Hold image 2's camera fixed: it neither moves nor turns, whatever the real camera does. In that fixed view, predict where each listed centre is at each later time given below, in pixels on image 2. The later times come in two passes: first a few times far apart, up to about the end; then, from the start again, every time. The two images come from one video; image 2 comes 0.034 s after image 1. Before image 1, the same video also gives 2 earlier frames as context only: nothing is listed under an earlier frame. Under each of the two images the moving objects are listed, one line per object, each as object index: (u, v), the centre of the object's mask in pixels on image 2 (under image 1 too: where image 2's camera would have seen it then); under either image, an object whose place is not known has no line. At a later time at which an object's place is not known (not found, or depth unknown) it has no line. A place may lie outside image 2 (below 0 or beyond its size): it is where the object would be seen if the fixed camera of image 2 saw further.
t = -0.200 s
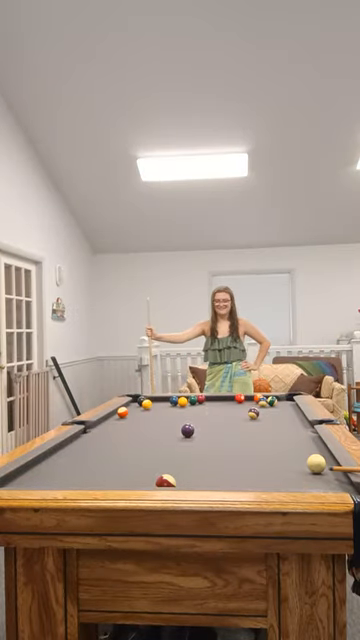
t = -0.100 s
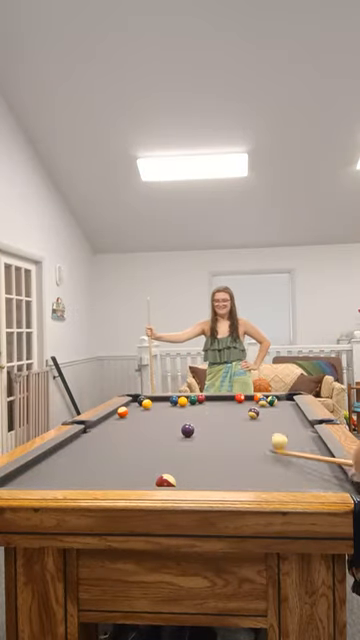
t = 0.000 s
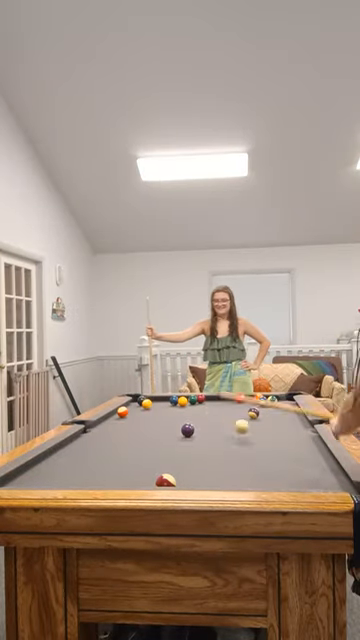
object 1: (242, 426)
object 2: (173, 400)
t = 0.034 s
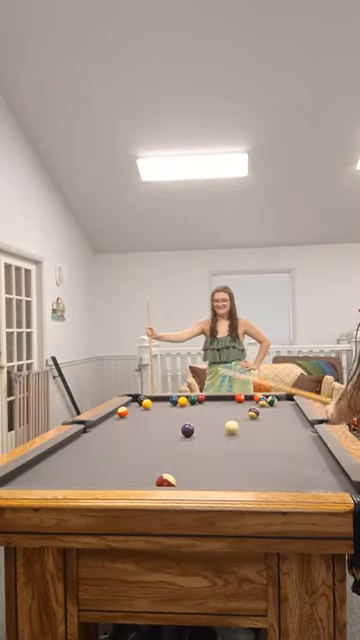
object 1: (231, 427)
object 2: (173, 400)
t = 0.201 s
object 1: (195, 411)
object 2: (173, 400)
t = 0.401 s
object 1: (163, 402)
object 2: (174, 398)
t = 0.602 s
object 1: (139, 402)
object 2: (170, 400)
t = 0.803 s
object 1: (131, 403)
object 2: (160, 404)
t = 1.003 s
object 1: (135, 405)
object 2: (149, 409)
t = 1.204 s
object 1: (140, 405)
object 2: (137, 412)
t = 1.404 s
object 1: (143, 407)
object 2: (124, 417)
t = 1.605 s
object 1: (147, 409)
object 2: (110, 422)
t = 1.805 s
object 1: (150, 410)
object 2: (95, 428)
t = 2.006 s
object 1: (153, 411)
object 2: (80, 435)
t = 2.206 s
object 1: (156, 412)
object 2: (75, 440)
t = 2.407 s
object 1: (159, 413)
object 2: (69, 447)
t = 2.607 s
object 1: (162, 414)
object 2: (62, 454)
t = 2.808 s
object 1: (163, 414)
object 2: (55, 461)
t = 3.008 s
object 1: (166, 415)
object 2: (47, 470)
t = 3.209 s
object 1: (167, 416)
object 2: (38, 477)
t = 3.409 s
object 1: (169, 416)
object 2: (30, 482)
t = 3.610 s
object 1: (170, 416)
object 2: (39, 479)
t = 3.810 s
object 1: (171, 417)
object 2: (47, 477)
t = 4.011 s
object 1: (171, 417)
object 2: (53, 474)
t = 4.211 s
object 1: (171, 417)
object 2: (59, 471)
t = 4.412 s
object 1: (171, 417)
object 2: (65, 468)
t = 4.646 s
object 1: (171, 417)
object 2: (69, 465)
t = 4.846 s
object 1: (171, 417)
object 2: (72, 464)
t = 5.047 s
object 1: (171, 417)
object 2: (74, 463)
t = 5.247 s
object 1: (171, 417)
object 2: (76, 462)
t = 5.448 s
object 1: (171, 417)
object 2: (77, 461)
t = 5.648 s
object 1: (171, 417)
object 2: (77, 461)
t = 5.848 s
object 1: (171, 417)
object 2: (77, 461)
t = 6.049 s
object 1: (171, 417)
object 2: (77, 461)
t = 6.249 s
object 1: (171, 417)
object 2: (77, 461)
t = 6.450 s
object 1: (171, 417)
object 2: (77, 461)
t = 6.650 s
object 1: (171, 417)
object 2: (77, 461)
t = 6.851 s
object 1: (171, 417)
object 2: (76, 461)
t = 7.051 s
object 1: (171, 417)
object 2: (77, 461)
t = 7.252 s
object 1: (171, 417)
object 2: (77, 461)
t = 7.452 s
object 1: (171, 417)
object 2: (77, 461)
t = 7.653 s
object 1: (171, 417)
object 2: (77, 461)
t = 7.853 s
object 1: (171, 417)
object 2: (77, 461)
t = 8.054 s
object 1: (171, 417)
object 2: (77, 461)
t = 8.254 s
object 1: (171, 417)
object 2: (77, 461)
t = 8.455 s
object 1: (171, 417)
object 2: (77, 461)
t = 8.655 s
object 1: (171, 417)
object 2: (77, 461)
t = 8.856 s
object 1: (171, 417)
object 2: (77, 461)
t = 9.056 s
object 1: (171, 417)
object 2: (77, 461)
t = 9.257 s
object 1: (171, 417)
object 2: (77, 461)
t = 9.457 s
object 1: (171, 417)
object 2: (77, 461)
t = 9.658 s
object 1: (171, 417)
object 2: (77, 461)
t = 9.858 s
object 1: (171, 417)
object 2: (77, 461)
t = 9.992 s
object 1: (171, 417)
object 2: (77, 461)
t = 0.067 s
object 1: (222, 421)
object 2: (173, 400)
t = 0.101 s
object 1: (214, 418)
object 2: (173, 400)
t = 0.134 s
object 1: (207, 417)
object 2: (173, 400)
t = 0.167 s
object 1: (201, 413)
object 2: (173, 400)
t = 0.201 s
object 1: (195, 411)
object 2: (173, 400)
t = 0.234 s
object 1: (189, 409)
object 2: (173, 400)
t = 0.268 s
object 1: (184, 407)
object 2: (173, 400)
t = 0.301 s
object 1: (179, 405)
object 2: (173, 400)
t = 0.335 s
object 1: (175, 403)
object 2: (173, 397)
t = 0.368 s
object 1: (170, 401)
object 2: (176, 399)
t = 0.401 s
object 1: (163, 402)
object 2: (174, 398)
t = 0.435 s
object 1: (157, 402)
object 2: (176, 398)
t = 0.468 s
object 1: (153, 400)
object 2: (176, 398)
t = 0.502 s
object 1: (148, 399)
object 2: (174, 399)
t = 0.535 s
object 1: (144, 399)
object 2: (173, 398)
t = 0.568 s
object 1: (142, 400)
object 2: (171, 400)
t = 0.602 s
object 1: (139, 402)
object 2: (170, 400)
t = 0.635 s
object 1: (137, 402)
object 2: (168, 401)
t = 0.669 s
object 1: (135, 402)
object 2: (166, 402)
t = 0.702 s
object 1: (132, 402)
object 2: (165, 402)
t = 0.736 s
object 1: (130, 403)
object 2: (163, 402)
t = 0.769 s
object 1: (131, 403)
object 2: (161, 403)
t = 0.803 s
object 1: (131, 403)
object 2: (160, 404)
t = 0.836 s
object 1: (132, 403)
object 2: (158, 405)
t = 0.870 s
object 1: (133, 404)
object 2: (156, 405)
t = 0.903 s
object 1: (133, 404)
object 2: (155, 406)
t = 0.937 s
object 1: (134, 404)
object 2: (153, 407)
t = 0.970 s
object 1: (135, 404)
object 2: (151, 408)
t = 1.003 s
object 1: (135, 405)
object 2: (149, 409)
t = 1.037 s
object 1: (136, 405)
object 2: (147, 409)
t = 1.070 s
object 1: (137, 405)
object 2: (145, 410)
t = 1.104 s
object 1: (137, 405)
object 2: (143, 410)
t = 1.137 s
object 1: (138, 404)
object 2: (141, 411)
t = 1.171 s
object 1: (139, 404)
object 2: (139, 412)
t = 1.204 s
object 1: (140, 405)
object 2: (137, 412)
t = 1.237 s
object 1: (140, 405)
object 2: (135, 413)
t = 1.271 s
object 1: (141, 406)
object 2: (133, 414)
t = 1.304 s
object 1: (141, 406)
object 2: (131, 414)
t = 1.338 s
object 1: (142, 407)
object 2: (129, 415)
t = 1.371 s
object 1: (143, 407)
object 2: (126, 417)
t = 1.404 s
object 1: (143, 407)
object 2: (124, 417)
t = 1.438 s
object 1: (144, 407)
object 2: (122, 418)
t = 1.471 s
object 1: (145, 408)
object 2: (119, 419)
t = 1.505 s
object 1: (145, 408)
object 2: (117, 420)
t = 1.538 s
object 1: (146, 408)
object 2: (115, 421)
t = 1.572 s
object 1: (146, 408)
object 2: (113, 422)
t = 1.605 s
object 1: (147, 409)
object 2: (110, 422)
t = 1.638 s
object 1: (148, 409)
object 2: (108, 423)
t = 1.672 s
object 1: (148, 409)
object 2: (105, 424)
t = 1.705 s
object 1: (149, 409)
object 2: (103, 425)
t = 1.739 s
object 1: (149, 409)
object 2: (100, 426)
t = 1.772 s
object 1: (150, 410)
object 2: (98, 428)
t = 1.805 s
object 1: (150, 410)
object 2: (95, 428)
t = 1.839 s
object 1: (151, 410)
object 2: (92, 429)
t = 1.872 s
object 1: (151, 410)
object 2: (89, 430)
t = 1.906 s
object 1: (152, 410)
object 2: (86, 431)
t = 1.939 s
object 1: (152, 410)
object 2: (84, 432)
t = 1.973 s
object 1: (153, 411)
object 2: (81, 434)
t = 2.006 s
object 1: (153, 411)
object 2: (80, 435)
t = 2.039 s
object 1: (154, 411)
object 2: (79, 436)
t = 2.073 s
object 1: (154, 411)
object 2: (79, 436)
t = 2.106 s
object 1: (155, 411)
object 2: (78, 437)
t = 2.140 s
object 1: (155, 411)
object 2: (76, 438)
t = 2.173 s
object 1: (156, 411)
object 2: (76, 439)
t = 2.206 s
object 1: (156, 412)
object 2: (75, 440)
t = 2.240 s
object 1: (157, 412)
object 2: (74, 441)
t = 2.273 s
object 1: (157, 412)
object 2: (73, 442)
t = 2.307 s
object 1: (157, 412)
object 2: (72, 443)
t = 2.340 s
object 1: (158, 412)
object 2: (71, 444)
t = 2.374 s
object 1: (158, 413)
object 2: (70, 446)
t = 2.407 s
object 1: (159, 413)
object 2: (69, 447)
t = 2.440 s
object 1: (159, 413)
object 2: (68, 448)
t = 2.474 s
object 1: (160, 413)
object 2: (67, 449)
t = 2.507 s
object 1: (160, 413)
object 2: (66, 450)
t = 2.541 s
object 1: (161, 413)
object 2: (65, 451)
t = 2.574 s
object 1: (161, 413)
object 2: (64, 453)
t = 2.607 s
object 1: (162, 414)
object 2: (62, 454)
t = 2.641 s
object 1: (162, 414)
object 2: (61, 455)
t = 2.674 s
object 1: (162, 414)
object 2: (60, 456)
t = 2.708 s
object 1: (162, 414)
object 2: (59, 457)
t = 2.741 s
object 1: (163, 414)
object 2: (57, 459)
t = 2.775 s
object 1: (163, 414)
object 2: (56, 460)
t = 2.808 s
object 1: (163, 414)
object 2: (55, 461)
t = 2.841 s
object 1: (164, 414)
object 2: (53, 463)
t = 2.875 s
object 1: (165, 415)
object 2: (52, 464)
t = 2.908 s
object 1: (165, 415)
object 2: (51, 466)
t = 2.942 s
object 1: (166, 415)
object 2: (50, 467)
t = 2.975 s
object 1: (166, 415)
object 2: (48, 468)
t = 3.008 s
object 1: (166, 415)
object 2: (47, 470)
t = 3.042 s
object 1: (166, 415)
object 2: (45, 471)
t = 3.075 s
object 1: (167, 415)
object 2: (44, 472)
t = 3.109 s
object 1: (167, 415)
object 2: (42, 474)
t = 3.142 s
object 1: (167, 415)
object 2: (41, 475)
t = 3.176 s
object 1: (167, 415)
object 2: (39, 476)
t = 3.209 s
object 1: (167, 416)
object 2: (38, 477)
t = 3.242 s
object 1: (168, 416)
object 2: (36, 478)
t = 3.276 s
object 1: (168, 416)
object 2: (35, 479)
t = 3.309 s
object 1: (169, 416)
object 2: (34, 480)
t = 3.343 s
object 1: (169, 416)
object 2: (32, 481)
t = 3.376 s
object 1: (169, 416)
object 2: (30, 481)
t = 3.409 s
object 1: (169, 416)
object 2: (30, 482)
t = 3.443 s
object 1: (169, 416)
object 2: (31, 481)
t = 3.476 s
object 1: (169, 416)
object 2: (33, 481)
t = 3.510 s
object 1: (170, 416)
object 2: (34, 480)
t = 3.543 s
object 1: (170, 416)
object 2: (36, 480)
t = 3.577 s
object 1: (170, 416)
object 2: (37, 480)
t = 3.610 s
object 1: (170, 416)
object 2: (39, 479)
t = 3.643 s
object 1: (170, 416)
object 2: (40, 479)
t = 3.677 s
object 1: (170, 417)
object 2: (42, 479)
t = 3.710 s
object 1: (170, 417)
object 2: (43, 478)
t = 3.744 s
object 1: (170, 417)
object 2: (44, 478)
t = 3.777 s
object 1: (171, 417)
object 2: (46, 477)
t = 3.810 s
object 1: (171, 417)
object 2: (47, 477)
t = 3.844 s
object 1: (171, 417)
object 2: (48, 477)
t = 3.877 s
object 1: (171, 417)
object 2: (49, 476)
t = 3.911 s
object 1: (171, 417)
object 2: (50, 476)
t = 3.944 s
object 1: (171, 417)
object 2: (51, 475)
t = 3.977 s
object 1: (171, 417)
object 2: (52, 475)
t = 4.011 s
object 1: (171, 417)
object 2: (53, 474)
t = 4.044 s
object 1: (171, 417)
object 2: (54, 474)
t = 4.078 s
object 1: (171, 417)
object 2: (56, 473)
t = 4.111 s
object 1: (171, 417)
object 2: (56, 472)
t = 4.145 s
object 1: (171, 417)
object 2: (57, 472)
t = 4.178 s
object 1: (171, 417)
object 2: (58, 471)
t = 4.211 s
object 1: (171, 417)
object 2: (59, 471)
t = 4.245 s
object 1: (171, 417)
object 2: (60, 470)
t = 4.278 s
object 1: (171, 417)
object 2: (61, 470)
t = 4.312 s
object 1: (171, 417)
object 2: (62, 469)
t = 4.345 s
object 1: (171, 417)
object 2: (63, 469)
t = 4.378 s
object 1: (171, 417)
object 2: (64, 469)
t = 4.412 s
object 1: (171, 417)
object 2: (65, 468)
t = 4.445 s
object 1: (171, 417)
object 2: (65, 468)
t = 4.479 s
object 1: (171, 417)
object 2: (66, 467)
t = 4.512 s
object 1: (171, 417)
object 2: (67, 467)
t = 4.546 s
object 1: (171, 417)
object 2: (67, 467)
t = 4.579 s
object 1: (171, 417)
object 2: (68, 466)
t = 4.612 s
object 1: (171, 417)
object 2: (69, 466)
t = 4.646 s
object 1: (171, 417)
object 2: (69, 465)
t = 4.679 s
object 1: (171, 417)
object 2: (70, 465)
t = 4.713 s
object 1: (171, 417)
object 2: (71, 465)
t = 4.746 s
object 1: (171, 417)
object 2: (71, 465)
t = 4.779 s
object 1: (171, 417)
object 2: (72, 465)
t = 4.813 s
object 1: (171, 417)
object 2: (72, 464)
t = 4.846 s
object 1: (171, 417)
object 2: (72, 464)
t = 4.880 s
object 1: (171, 417)
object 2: (73, 464)
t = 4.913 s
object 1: (171, 417)
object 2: (73, 463)
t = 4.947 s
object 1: (171, 417)
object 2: (74, 463)
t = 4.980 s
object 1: (171, 417)
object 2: (74, 463)
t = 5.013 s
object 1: (171, 417)
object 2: (74, 463)
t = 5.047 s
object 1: (171, 417)
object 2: (74, 463)
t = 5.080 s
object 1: (171, 417)
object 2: (75, 462)
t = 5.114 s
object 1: (171, 417)
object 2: (75, 462)
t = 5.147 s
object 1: (171, 417)
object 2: (75, 462)
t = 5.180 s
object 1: (171, 417)
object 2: (76, 462)
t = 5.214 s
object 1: (171, 417)
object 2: (76, 462)
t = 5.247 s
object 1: (171, 417)
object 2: (76, 462)
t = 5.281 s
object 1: (171, 417)
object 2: (76, 461)
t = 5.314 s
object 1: (171, 417)
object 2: (77, 461)
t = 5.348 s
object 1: (171, 417)
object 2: (77, 461)
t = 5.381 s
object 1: (171, 417)
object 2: (77, 461)
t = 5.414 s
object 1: (171, 417)
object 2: (77, 461)
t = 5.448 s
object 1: (171, 417)
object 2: (77, 461)
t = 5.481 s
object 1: (171, 417)
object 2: (77, 461)
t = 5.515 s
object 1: (171, 417)
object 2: (77, 461)
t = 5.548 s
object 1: (171, 417)
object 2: (77, 461)
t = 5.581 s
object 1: (171, 417)
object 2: (77, 461)
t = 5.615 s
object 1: (171, 417)
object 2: (77, 461)
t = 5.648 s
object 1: (171, 417)
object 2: (77, 461)
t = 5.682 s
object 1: (171, 417)
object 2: (77, 461)
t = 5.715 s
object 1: (171, 417)
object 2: (77, 461)
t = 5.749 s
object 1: (171, 417)
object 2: (77, 461)
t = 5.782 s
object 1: (171, 417)
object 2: (77, 461)
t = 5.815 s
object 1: (171, 417)
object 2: (77, 461)
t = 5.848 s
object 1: (171, 417)
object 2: (77, 461)
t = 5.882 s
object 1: (171, 417)
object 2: (77, 461)
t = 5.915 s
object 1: (171, 417)
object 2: (77, 461)
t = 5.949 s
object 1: (171, 417)
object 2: (77, 461)
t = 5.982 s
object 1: (171, 417)
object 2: (77, 461)
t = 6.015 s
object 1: (171, 417)
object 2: (77, 461)
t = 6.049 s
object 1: (171, 417)
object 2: (77, 461)
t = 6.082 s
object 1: (171, 417)
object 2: (77, 461)
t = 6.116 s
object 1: (171, 417)
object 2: (77, 461)
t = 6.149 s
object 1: (171, 417)
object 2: (77, 461)
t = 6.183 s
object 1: (171, 417)
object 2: (77, 461)
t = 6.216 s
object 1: (171, 417)
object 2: (77, 461)
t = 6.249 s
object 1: (171, 417)
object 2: (77, 461)
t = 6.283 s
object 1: (171, 417)
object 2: (77, 461)
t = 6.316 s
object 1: (171, 417)
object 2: (77, 461)
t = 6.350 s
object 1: (171, 417)
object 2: (77, 461)
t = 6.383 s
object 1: (171, 417)
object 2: (77, 461)
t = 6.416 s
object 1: (171, 417)
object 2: (77, 461)
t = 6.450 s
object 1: (171, 417)
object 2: (77, 461)
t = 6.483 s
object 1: (171, 417)
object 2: (77, 461)
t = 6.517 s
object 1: (171, 417)
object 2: (76, 461)
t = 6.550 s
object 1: (171, 417)
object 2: (77, 461)
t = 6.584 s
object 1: (171, 417)
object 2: (77, 461)
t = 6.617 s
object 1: (171, 417)
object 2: (76, 461)
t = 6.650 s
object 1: (171, 417)
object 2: (77, 461)
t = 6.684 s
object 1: (171, 417)
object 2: (77, 461)
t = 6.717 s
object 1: (171, 417)
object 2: (77, 461)
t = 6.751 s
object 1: (171, 417)
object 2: (77, 461)
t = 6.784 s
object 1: (171, 417)
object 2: (77, 461)
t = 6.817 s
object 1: (171, 417)
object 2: (77, 461)
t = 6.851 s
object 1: (171, 417)
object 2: (76, 461)
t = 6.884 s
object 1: (171, 417)
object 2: (77, 461)
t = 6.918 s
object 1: (171, 417)
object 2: (77, 461)
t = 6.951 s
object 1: (171, 417)
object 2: (77, 461)
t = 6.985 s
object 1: (171, 417)
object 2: (77, 461)
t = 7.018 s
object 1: (171, 417)
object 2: (77, 461)
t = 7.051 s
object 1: (171, 417)
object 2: (77, 461)
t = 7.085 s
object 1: (171, 417)
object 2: (77, 461)
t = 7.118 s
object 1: (171, 417)
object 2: (77, 461)
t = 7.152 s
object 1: (171, 417)
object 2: (77, 461)
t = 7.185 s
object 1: (171, 417)
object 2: (77, 461)
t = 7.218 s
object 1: (171, 417)
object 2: (77, 461)
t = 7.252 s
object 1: (171, 417)
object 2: (77, 461)
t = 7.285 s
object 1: (171, 417)
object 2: (77, 461)
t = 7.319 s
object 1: (171, 417)
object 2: (77, 461)
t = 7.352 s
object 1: (171, 417)
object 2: (77, 461)
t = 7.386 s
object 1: (171, 417)
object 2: (77, 461)
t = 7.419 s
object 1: (171, 417)
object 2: (77, 461)
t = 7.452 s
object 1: (171, 417)
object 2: (77, 461)
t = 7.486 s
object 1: (171, 417)
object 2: (76, 461)
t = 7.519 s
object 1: (171, 417)
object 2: (77, 461)
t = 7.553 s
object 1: (171, 417)
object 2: (76, 461)
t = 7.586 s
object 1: (171, 417)
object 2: (77, 461)
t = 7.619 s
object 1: (171, 417)
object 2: (77, 461)
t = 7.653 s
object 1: (171, 417)
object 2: (77, 461)
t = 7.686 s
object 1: (171, 417)
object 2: (77, 461)
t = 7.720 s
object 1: (171, 417)
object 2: (77, 461)
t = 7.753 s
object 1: (171, 417)
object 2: (77, 461)
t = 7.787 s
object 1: (171, 417)
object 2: (77, 461)
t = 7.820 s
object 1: (171, 417)
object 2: (77, 461)
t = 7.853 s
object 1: (171, 417)
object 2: (77, 461)
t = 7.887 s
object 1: (171, 417)
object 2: (77, 461)
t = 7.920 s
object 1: (171, 417)
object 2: (77, 461)
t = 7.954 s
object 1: (171, 417)
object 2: (77, 461)
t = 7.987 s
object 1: (171, 417)
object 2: (77, 461)
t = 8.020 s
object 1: (171, 417)
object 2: (77, 461)
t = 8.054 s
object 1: (171, 417)
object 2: (77, 461)
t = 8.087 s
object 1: (171, 417)
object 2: (77, 461)
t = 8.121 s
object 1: (171, 417)
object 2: (77, 461)
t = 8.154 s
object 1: (171, 417)
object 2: (77, 461)
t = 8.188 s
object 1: (171, 417)
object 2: (77, 461)
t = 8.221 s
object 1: (171, 417)
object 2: (77, 461)
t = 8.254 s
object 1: (171, 417)
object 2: (77, 461)
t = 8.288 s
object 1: (171, 417)
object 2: (77, 461)
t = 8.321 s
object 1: (171, 417)
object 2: (77, 461)
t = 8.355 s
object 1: (171, 417)
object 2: (77, 461)
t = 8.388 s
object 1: (171, 417)
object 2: (77, 461)
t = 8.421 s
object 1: (171, 417)
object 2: (76, 461)
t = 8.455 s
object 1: (171, 417)
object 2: (77, 461)
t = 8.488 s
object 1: (171, 417)
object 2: (77, 461)
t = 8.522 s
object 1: (171, 417)
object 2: (77, 461)
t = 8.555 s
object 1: (171, 417)
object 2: (77, 461)
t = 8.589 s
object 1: (171, 417)
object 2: (77, 461)
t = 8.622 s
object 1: (171, 417)
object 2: (77, 461)
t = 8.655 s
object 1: (171, 417)
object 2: (77, 461)
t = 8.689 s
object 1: (171, 417)
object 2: (77, 461)
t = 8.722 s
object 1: (171, 417)
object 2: (77, 461)
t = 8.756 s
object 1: (171, 417)
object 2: (77, 461)
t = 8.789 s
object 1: (171, 417)
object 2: (77, 461)
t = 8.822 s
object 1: (171, 417)
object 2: (77, 461)
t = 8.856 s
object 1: (171, 417)
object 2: (77, 461)
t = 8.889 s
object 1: (171, 417)
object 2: (77, 461)
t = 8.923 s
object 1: (171, 417)
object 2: (77, 461)
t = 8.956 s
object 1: (171, 417)
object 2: (77, 461)
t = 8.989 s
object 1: (171, 417)
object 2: (77, 461)
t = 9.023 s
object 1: (171, 417)
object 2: (77, 461)
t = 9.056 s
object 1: (171, 417)
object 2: (77, 461)
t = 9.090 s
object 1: (171, 417)
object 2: (77, 461)
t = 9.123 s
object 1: (171, 417)
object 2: (77, 461)
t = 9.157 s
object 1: (171, 417)
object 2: (77, 461)
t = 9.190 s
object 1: (171, 417)
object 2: (77, 461)
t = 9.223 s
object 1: (171, 417)
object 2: (77, 461)
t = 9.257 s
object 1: (171, 417)
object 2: (77, 461)
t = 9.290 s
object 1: (171, 417)
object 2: (77, 461)
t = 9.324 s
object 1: (171, 417)
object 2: (77, 461)
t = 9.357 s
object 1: (171, 417)
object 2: (77, 461)
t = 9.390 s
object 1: (171, 417)
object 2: (77, 461)
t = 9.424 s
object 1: (171, 417)
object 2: (77, 461)
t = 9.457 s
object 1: (171, 417)
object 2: (77, 461)
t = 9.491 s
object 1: (171, 417)
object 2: (77, 461)
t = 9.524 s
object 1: (171, 417)
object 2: (77, 461)
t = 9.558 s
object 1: (171, 417)
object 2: (77, 461)
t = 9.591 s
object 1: (171, 417)
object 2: (77, 461)
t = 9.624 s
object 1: (171, 417)
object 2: (77, 461)
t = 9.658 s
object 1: (171, 417)
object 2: (77, 461)
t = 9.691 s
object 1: (171, 417)
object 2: (77, 461)
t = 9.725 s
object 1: (171, 417)
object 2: (77, 461)
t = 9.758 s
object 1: (171, 417)
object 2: (77, 461)
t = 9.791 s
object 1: (171, 417)
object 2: (77, 461)
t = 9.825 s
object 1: (171, 417)
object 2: (77, 461)
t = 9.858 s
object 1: (171, 417)
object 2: (77, 461)
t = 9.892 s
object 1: (171, 417)
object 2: (77, 461)
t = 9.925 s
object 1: (171, 417)
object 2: (77, 461)
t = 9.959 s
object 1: (171, 417)
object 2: (77, 461)
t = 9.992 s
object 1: (171, 417)
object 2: (77, 461)
